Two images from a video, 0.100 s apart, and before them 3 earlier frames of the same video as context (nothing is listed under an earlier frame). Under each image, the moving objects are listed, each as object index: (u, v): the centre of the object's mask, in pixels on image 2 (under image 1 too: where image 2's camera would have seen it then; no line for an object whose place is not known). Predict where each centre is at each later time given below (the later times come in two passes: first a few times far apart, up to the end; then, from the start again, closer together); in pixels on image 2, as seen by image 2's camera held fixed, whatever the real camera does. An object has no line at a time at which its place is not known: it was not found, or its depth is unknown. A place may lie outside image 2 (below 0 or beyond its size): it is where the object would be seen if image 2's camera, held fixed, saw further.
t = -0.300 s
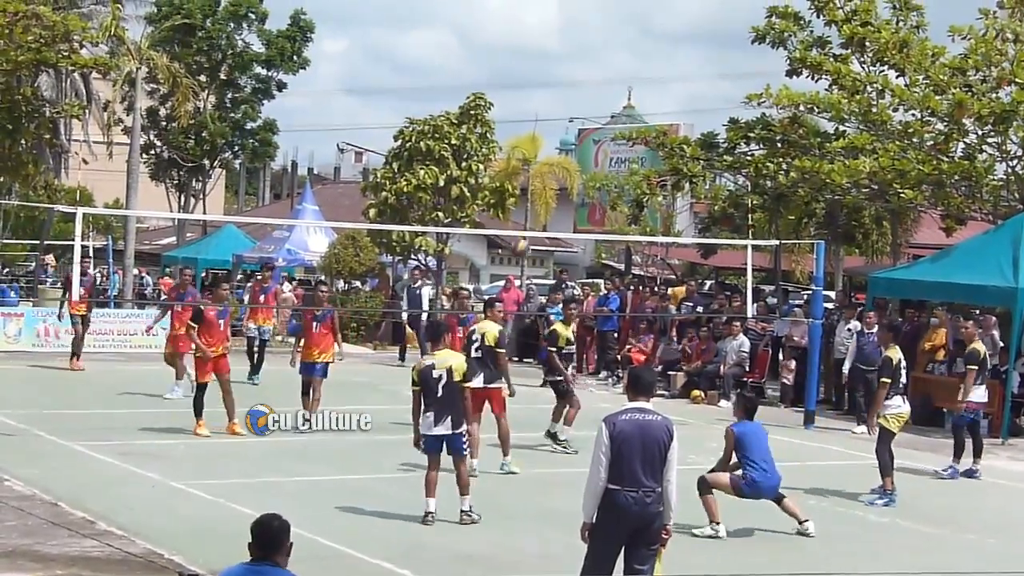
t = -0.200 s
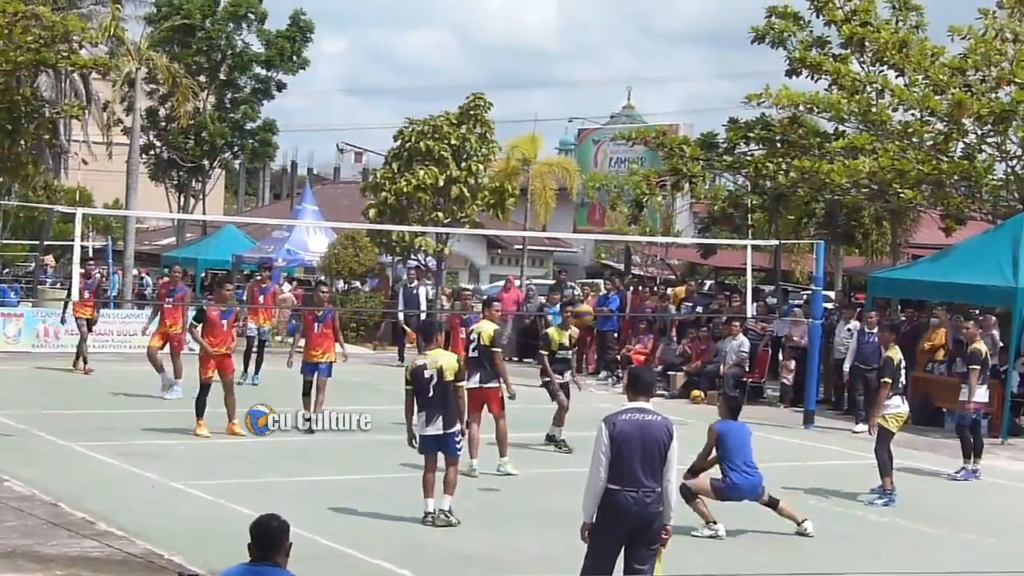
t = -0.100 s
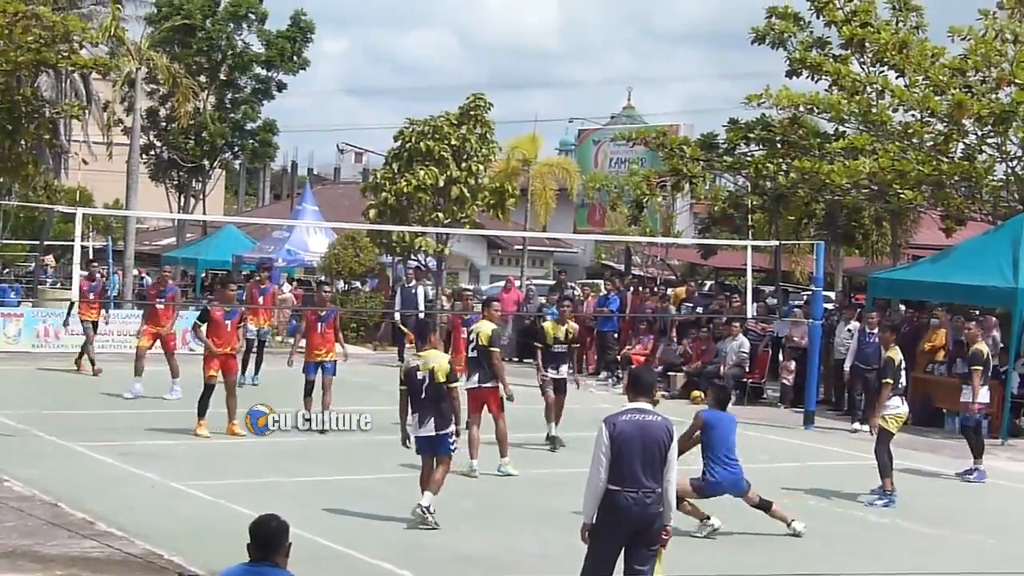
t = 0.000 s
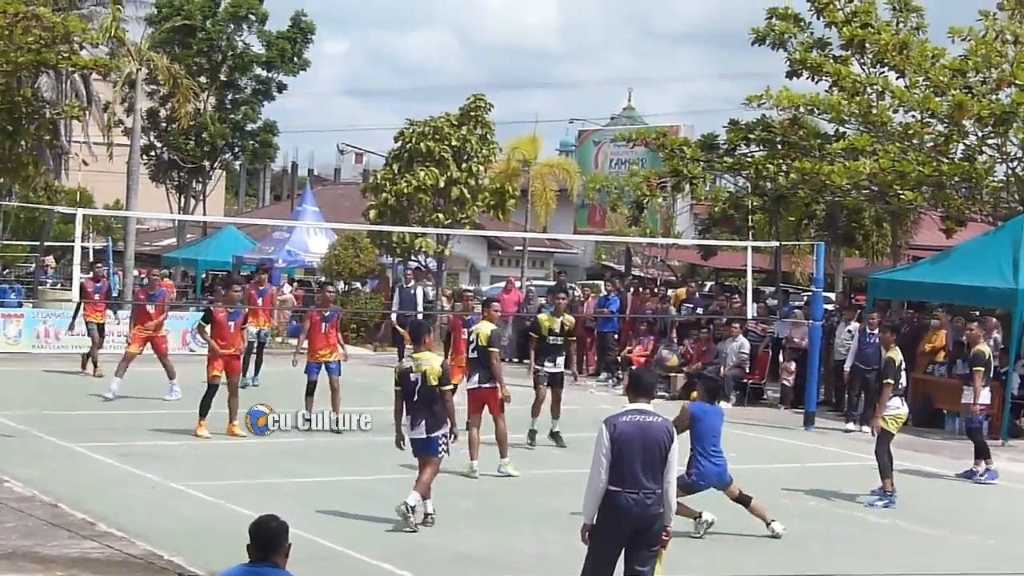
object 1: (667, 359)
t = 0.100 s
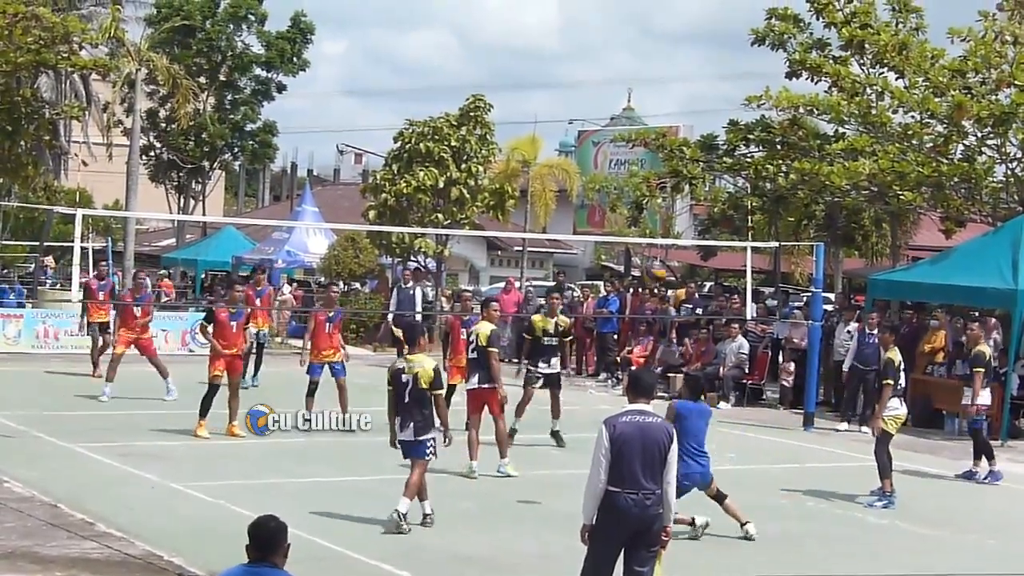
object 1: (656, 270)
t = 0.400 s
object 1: (623, 91)
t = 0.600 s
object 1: (607, 33)
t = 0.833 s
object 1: (588, 18)
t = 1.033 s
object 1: (572, 46)
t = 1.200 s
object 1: (558, 94)
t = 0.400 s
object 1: (623, 91)
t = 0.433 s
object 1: (620, 79)
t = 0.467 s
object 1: (617, 67)
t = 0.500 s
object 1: (614, 56)
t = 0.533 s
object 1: (612, 47)
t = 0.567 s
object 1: (609, 39)
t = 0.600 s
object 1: (607, 33)
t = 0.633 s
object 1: (604, 27)
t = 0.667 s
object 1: (601, 23)
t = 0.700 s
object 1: (598, 20)
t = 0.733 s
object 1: (596, 18)
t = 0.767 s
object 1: (593, 16)
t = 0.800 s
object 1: (591, 17)
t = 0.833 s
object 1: (588, 18)
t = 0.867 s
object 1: (585, 20)
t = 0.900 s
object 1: (582, 23)
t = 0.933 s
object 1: (580, 28)
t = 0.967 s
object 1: (577, 33)
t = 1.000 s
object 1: (575, 39)
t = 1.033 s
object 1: (572, 46)
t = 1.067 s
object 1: (569, 54)
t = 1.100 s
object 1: (567, 62)
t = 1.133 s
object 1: (564, 72)
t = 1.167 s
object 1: (561, 83)
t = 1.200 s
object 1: (558, 94)
